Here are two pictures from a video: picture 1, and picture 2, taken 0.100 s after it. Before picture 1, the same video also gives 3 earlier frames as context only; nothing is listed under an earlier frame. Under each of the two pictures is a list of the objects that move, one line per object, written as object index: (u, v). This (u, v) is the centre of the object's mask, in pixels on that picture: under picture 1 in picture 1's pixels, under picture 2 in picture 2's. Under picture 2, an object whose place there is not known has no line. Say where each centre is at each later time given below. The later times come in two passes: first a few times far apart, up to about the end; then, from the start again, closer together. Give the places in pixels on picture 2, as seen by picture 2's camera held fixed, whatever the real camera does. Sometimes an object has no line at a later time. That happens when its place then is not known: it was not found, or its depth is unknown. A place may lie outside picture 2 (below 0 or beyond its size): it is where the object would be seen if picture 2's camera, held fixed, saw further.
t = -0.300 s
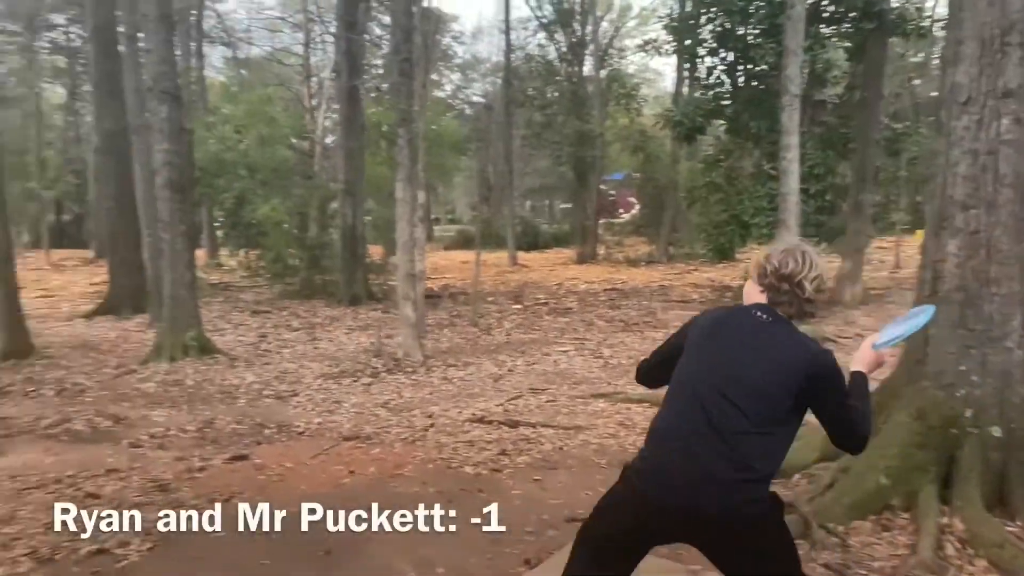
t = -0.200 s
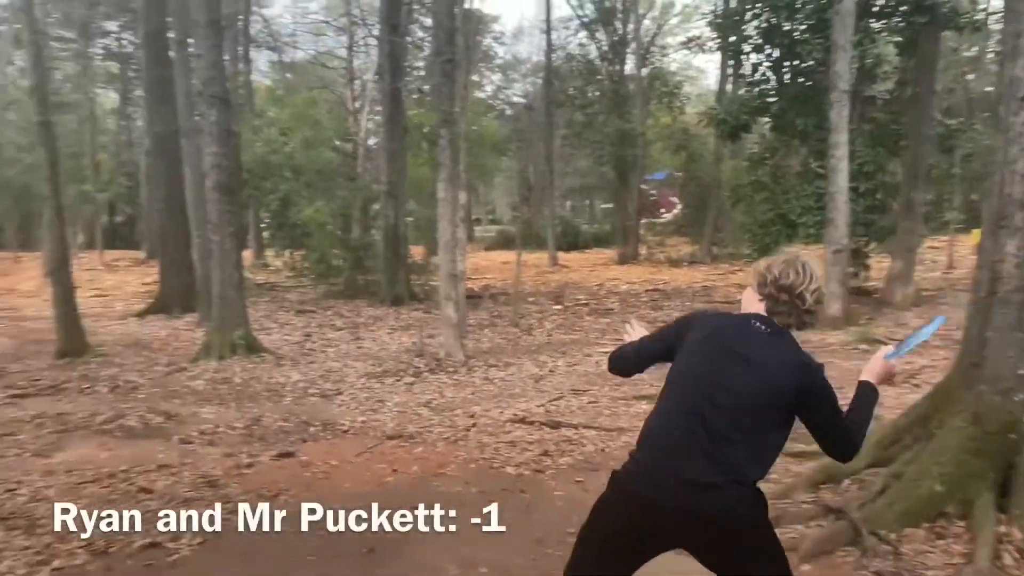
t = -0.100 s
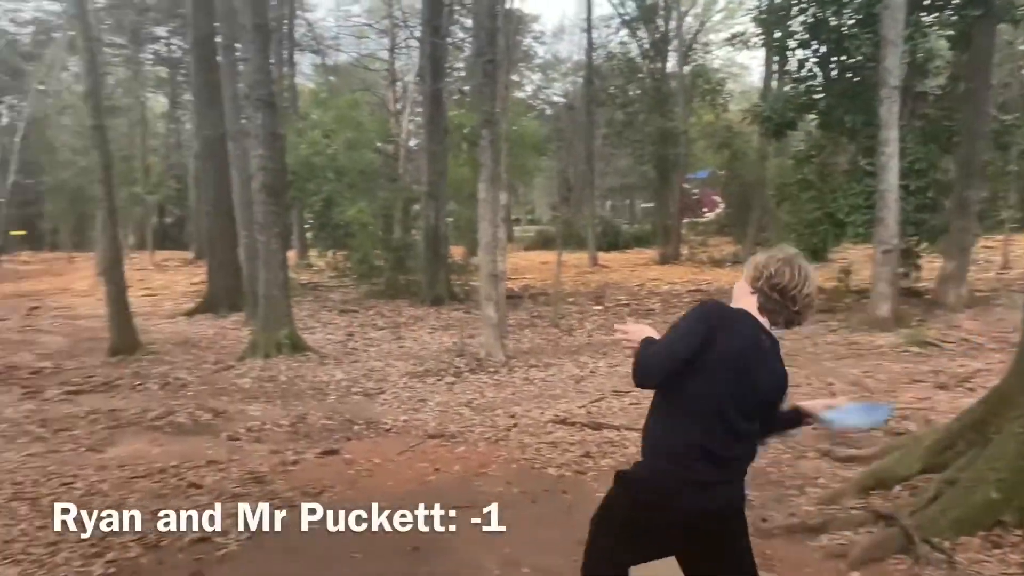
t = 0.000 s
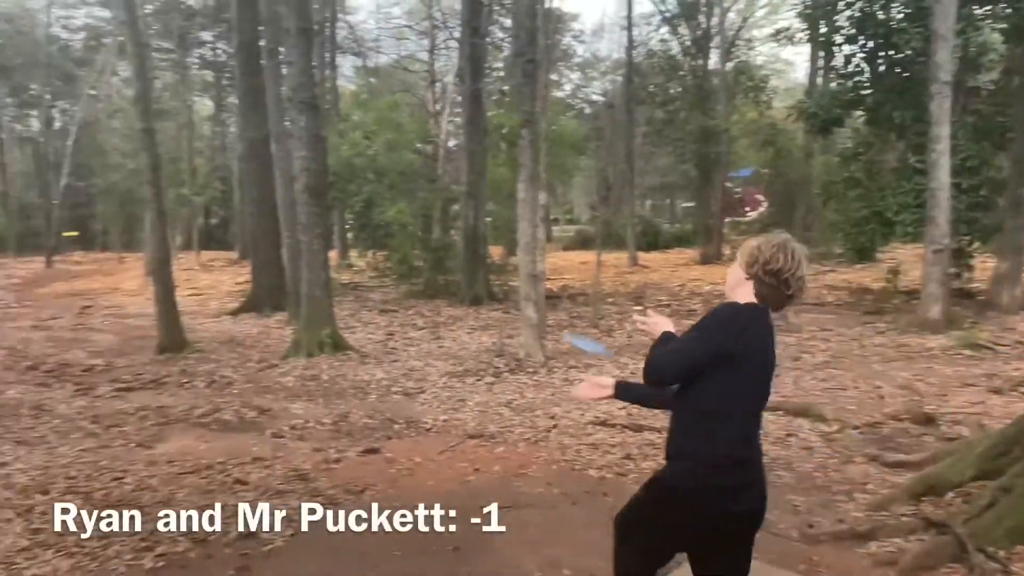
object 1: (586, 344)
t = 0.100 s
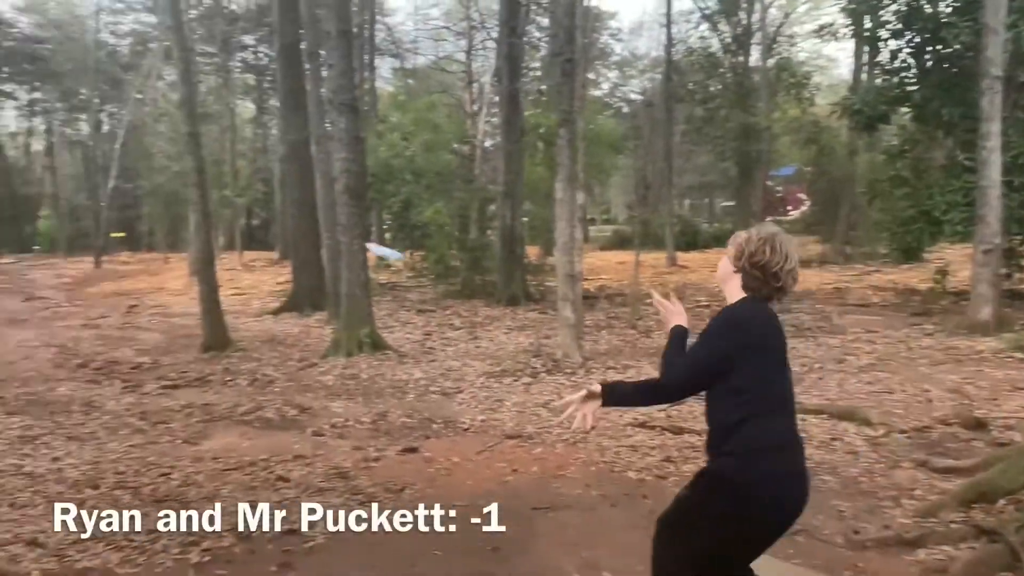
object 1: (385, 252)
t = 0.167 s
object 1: (283, 216)
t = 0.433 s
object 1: (76, 149)
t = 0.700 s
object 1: (-9, 132)
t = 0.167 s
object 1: (283, 216)
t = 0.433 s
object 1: (76, 149)
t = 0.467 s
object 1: (61, 145)
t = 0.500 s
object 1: (43, 143)
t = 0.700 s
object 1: (-9, 132)
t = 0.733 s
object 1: (-15, 135)
